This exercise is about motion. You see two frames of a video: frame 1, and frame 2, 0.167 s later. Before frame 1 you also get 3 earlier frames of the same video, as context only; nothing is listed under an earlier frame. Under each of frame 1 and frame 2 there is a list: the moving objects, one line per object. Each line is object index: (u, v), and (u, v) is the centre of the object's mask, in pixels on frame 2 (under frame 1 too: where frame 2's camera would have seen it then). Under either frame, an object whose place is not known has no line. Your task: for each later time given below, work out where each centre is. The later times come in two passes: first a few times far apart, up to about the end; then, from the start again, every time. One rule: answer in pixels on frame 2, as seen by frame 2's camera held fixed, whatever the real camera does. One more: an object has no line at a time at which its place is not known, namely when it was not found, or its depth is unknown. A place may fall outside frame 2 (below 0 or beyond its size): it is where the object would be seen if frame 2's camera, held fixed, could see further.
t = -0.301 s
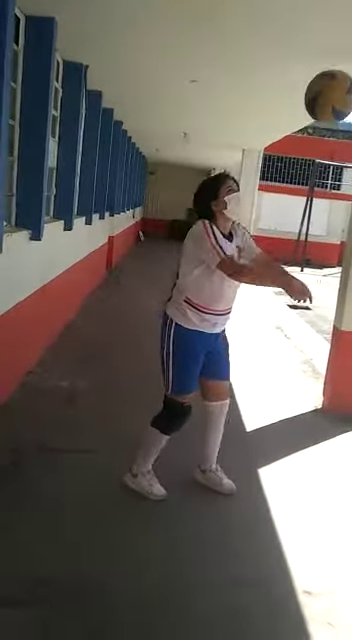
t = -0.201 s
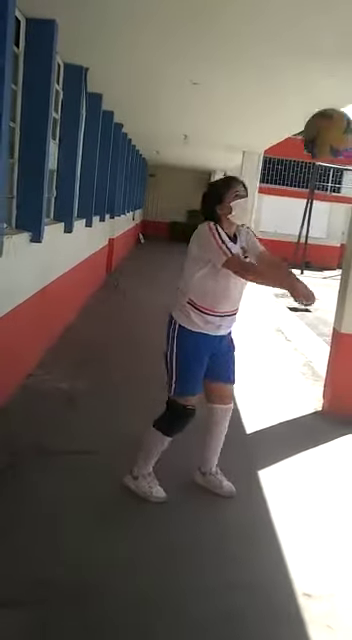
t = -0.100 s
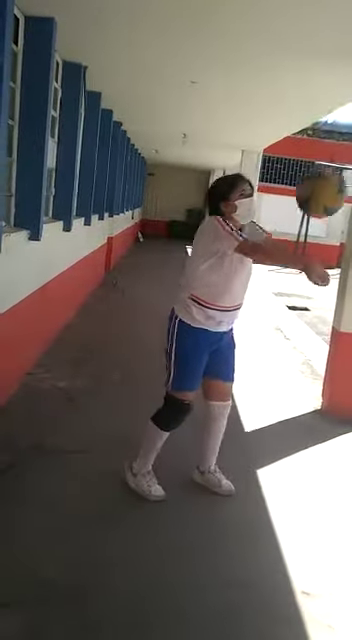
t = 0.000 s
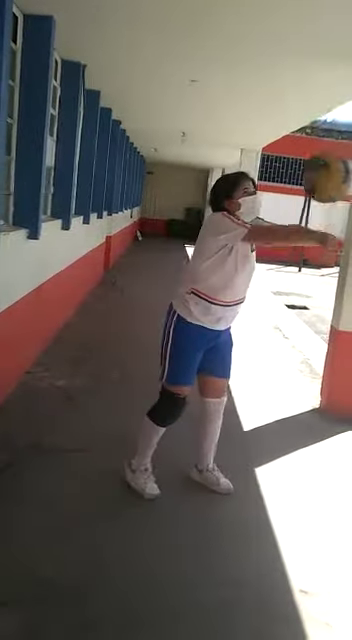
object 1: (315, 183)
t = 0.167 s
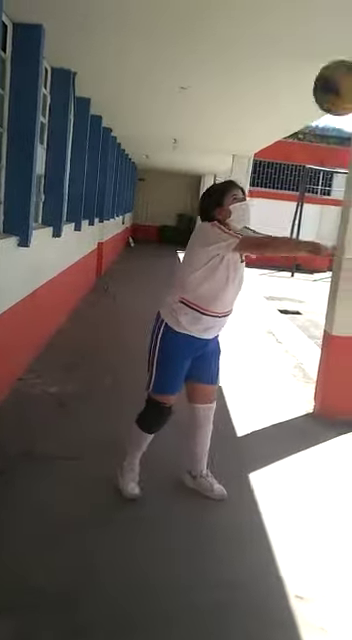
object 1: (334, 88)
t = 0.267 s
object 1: (342, 63)
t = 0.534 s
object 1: (351, 119)
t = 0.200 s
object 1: (336, 79)
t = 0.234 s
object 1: (339, 70)
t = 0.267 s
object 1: (342, 63)
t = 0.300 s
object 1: (344, 62)
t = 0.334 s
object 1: (345, 62)
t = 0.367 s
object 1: (348, 63)
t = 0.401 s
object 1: (350, 69)
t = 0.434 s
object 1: (351, 76)
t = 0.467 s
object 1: (351, 88)
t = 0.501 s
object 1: (351, 103)
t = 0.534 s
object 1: (351, 119)
